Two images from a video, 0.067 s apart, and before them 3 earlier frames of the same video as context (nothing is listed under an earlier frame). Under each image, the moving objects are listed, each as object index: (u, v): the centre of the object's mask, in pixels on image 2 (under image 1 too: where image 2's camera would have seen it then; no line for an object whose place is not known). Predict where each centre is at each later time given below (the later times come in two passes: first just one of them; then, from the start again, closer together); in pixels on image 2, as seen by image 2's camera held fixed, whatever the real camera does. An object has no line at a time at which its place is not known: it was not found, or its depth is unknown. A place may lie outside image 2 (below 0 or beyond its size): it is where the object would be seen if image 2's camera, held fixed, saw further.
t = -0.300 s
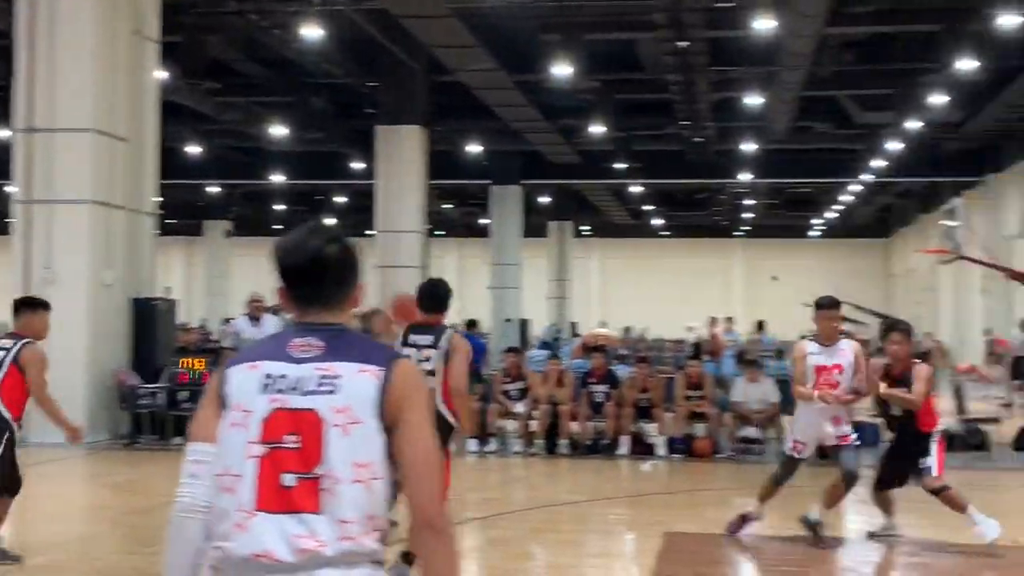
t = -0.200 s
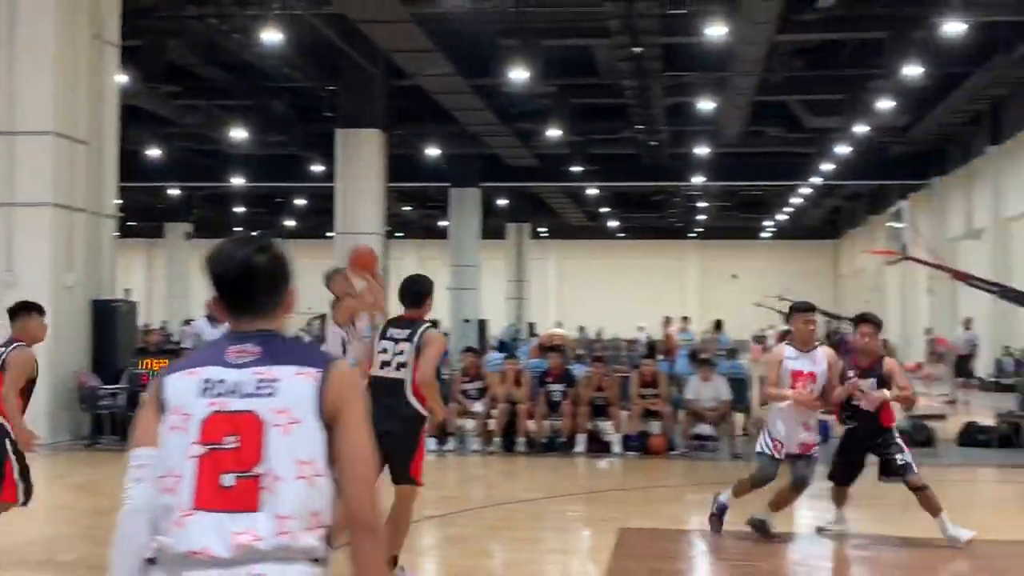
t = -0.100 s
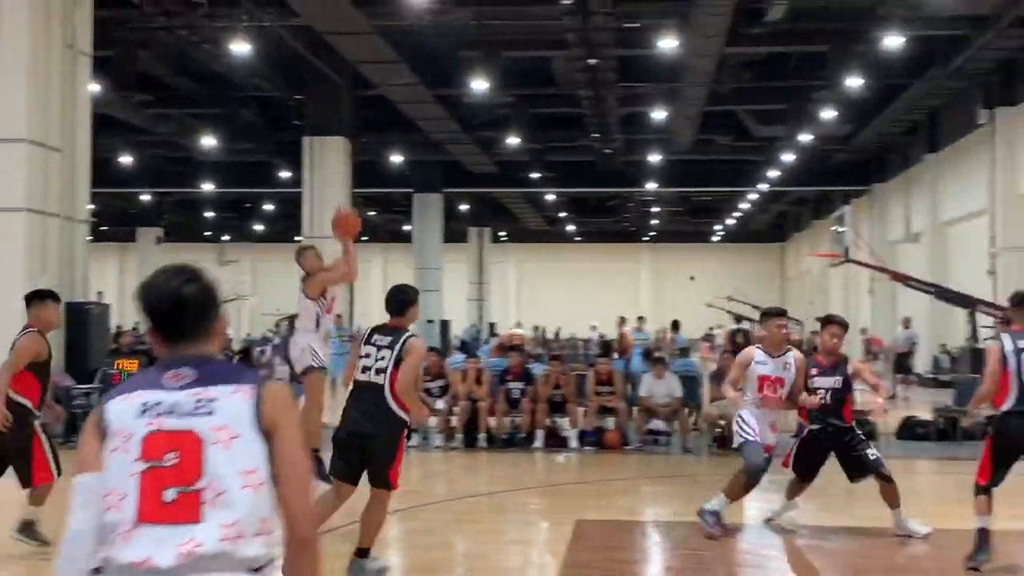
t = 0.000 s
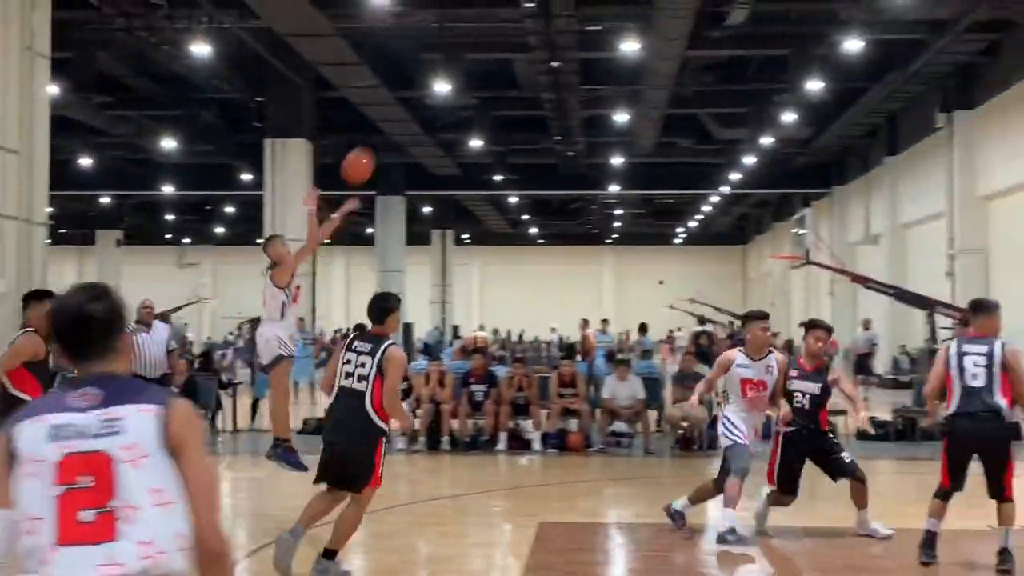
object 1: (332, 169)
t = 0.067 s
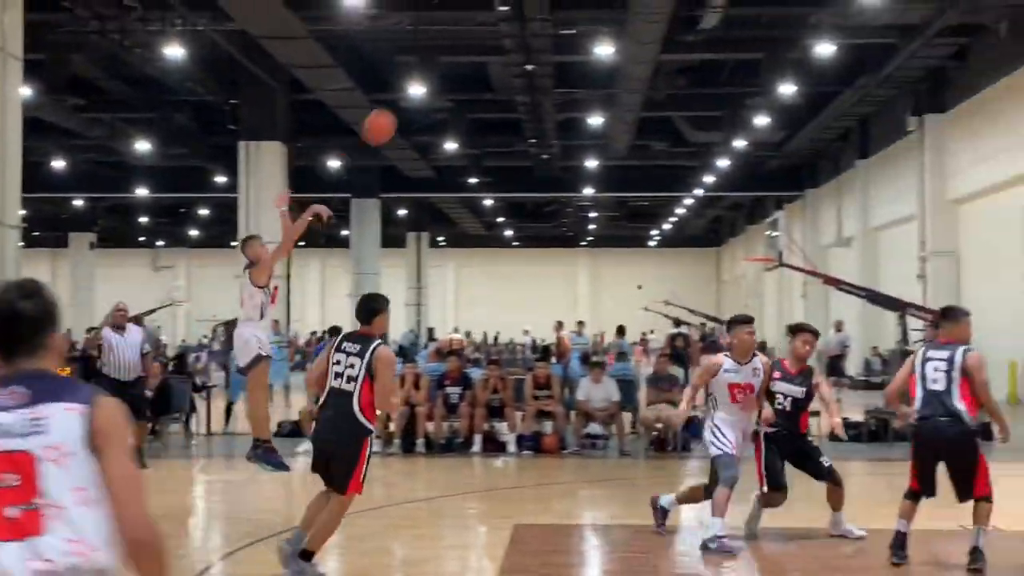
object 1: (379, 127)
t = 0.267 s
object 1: (524, 26)
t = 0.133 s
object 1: (426, 88)
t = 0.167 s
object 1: (451, 70)
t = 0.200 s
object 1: (475, 53)
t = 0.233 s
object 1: (500, 39)
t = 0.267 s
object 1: (524, 26)
